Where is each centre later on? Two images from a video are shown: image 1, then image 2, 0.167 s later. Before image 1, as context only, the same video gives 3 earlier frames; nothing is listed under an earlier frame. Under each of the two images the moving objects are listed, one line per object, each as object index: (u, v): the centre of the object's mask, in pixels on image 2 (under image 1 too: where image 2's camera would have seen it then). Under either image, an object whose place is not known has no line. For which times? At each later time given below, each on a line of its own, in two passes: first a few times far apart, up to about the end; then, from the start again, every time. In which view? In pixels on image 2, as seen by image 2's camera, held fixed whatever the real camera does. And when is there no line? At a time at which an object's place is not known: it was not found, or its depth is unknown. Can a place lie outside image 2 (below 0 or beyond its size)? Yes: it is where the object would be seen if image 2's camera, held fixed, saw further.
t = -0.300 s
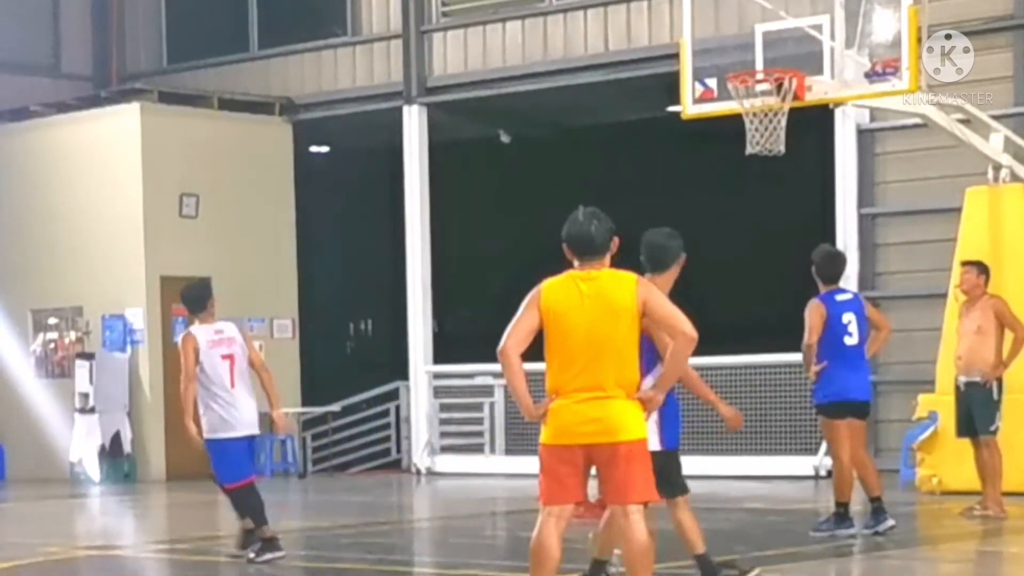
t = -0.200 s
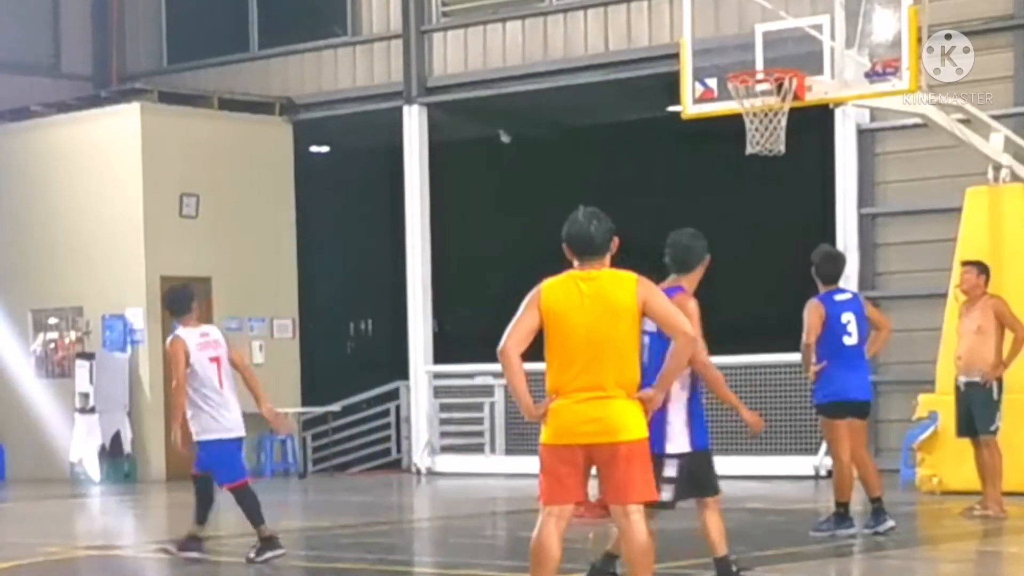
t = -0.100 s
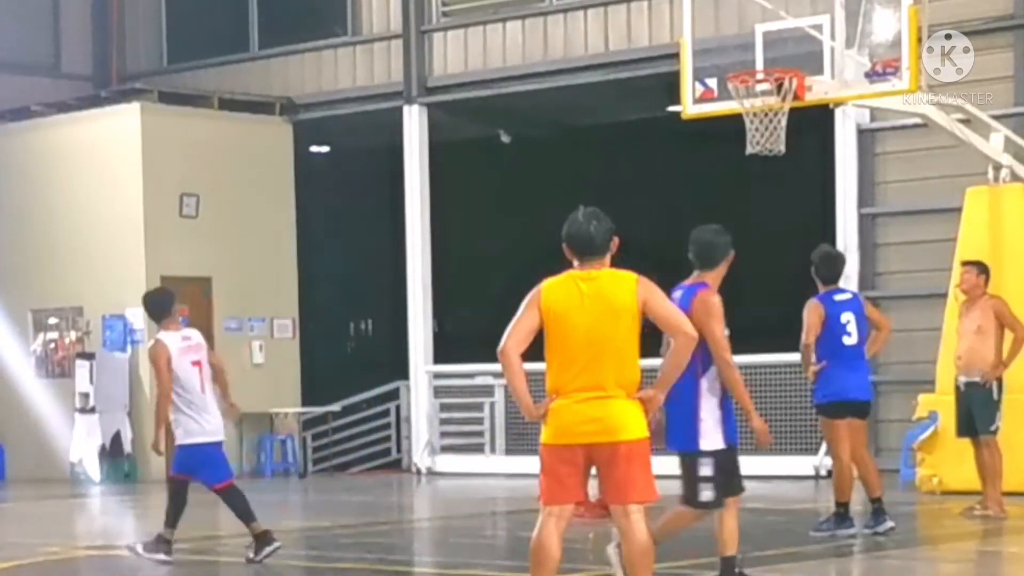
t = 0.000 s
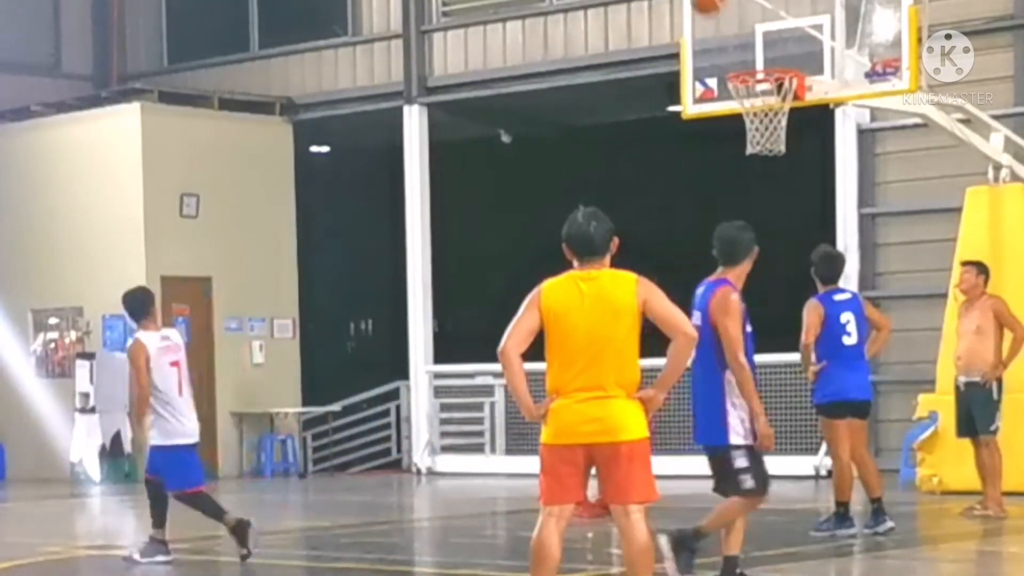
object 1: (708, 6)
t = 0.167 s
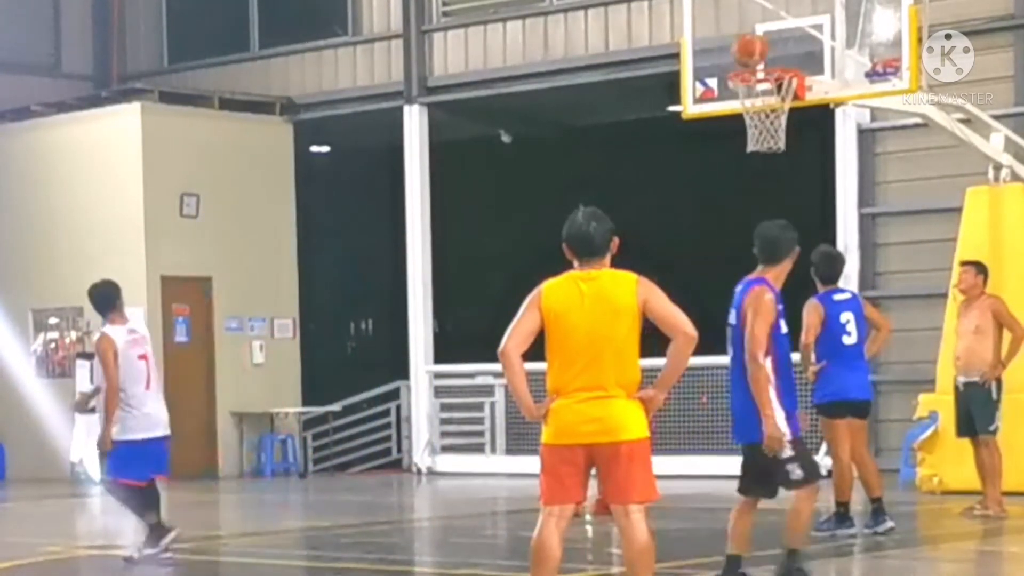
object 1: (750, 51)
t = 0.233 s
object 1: (764, 47)
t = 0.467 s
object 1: (771, 56)
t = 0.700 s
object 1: (760, 109)
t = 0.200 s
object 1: (757, 47)
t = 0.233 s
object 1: (764, 47)
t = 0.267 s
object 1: (772, 50)
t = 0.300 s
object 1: (779, 52)
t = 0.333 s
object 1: (782, 53)
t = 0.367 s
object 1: (781, 52)
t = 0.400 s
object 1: (778, 52)
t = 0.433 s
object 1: (775, 53)
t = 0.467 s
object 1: (771, 56)
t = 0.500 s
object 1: (769, 58)
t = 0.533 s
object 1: (765, 62)
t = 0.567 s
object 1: (763, 75)
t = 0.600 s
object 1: (760, 89)
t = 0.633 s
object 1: (758, 94)
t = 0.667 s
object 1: (759, 100)
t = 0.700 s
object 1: (760, 109)
